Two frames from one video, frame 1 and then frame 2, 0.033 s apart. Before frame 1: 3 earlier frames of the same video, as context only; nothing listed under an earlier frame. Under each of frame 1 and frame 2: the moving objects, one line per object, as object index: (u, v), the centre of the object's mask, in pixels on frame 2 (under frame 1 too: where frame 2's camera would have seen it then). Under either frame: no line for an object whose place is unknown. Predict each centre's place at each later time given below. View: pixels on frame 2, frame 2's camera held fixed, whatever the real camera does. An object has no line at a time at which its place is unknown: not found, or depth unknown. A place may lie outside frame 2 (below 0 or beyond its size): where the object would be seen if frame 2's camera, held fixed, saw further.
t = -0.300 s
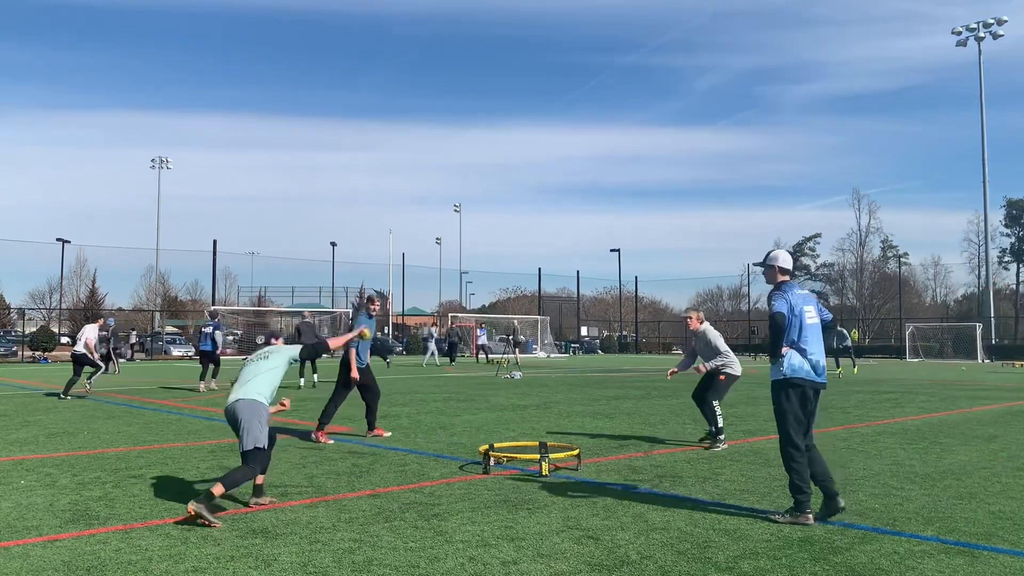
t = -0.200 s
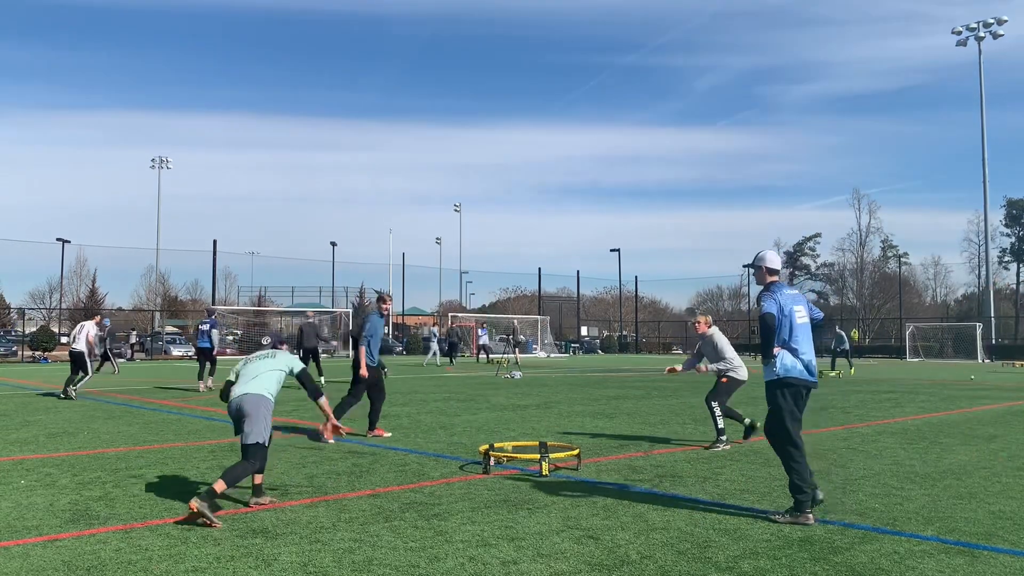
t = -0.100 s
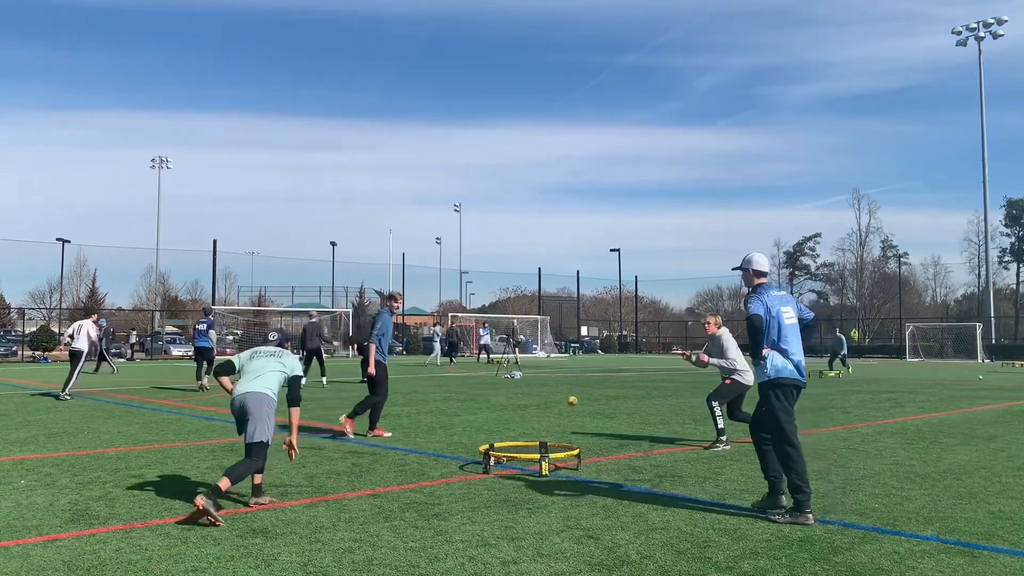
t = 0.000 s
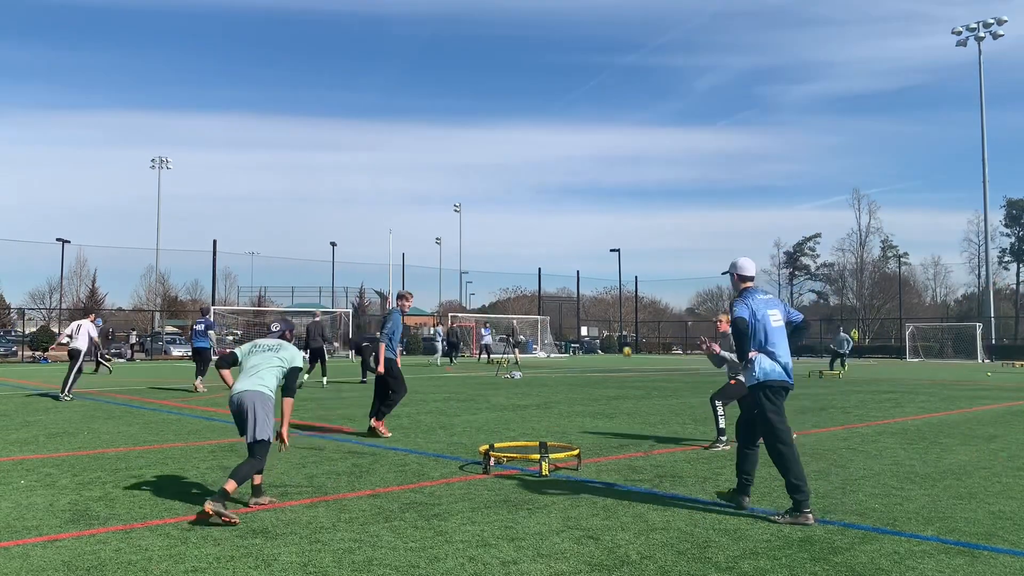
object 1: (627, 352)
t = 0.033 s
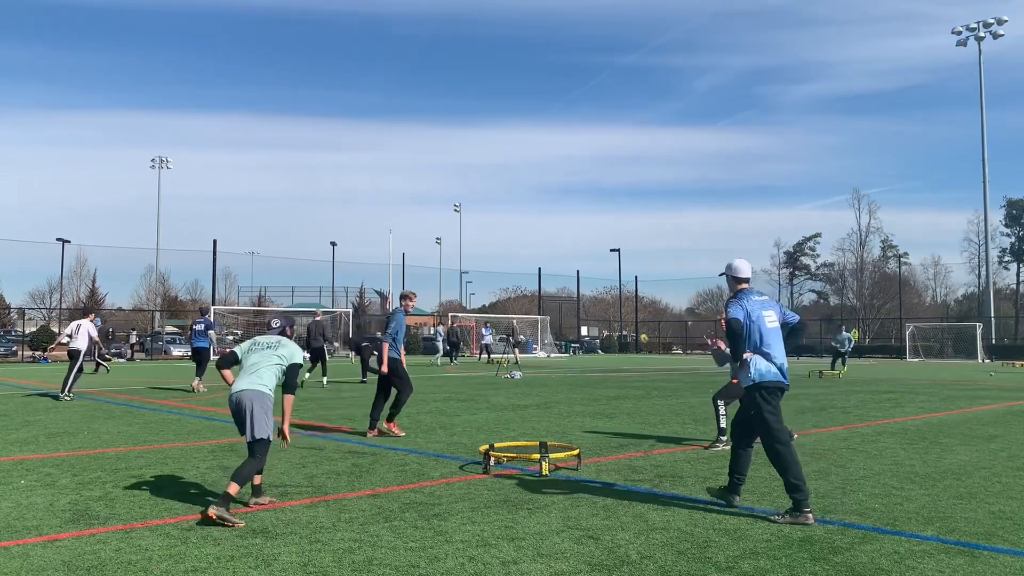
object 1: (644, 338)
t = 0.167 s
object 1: (703, 303)
